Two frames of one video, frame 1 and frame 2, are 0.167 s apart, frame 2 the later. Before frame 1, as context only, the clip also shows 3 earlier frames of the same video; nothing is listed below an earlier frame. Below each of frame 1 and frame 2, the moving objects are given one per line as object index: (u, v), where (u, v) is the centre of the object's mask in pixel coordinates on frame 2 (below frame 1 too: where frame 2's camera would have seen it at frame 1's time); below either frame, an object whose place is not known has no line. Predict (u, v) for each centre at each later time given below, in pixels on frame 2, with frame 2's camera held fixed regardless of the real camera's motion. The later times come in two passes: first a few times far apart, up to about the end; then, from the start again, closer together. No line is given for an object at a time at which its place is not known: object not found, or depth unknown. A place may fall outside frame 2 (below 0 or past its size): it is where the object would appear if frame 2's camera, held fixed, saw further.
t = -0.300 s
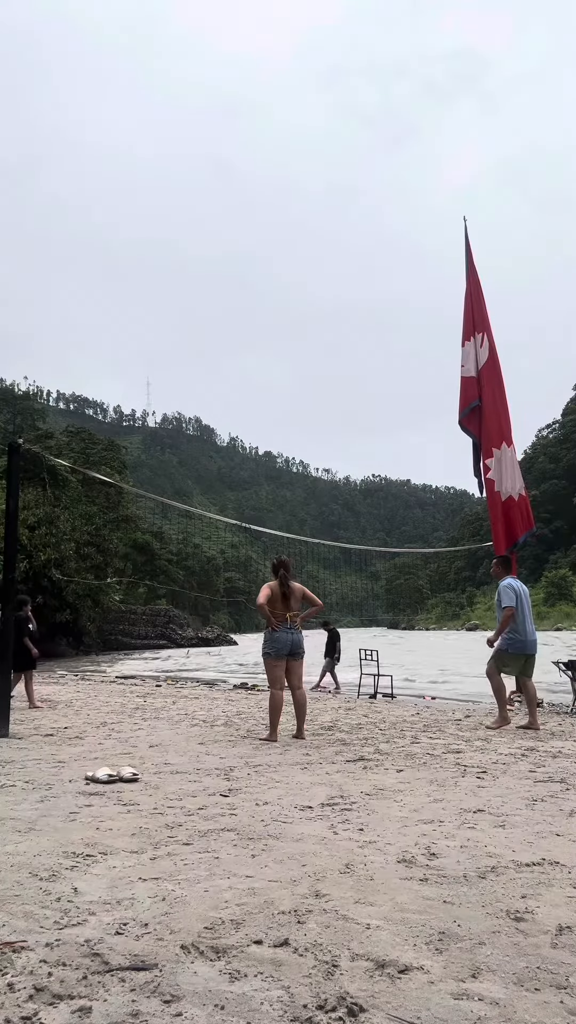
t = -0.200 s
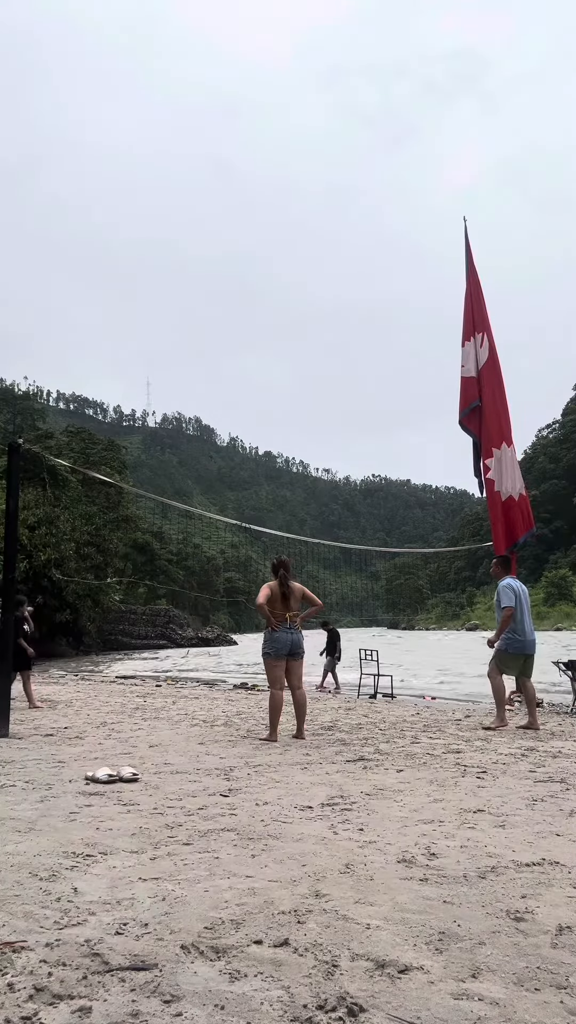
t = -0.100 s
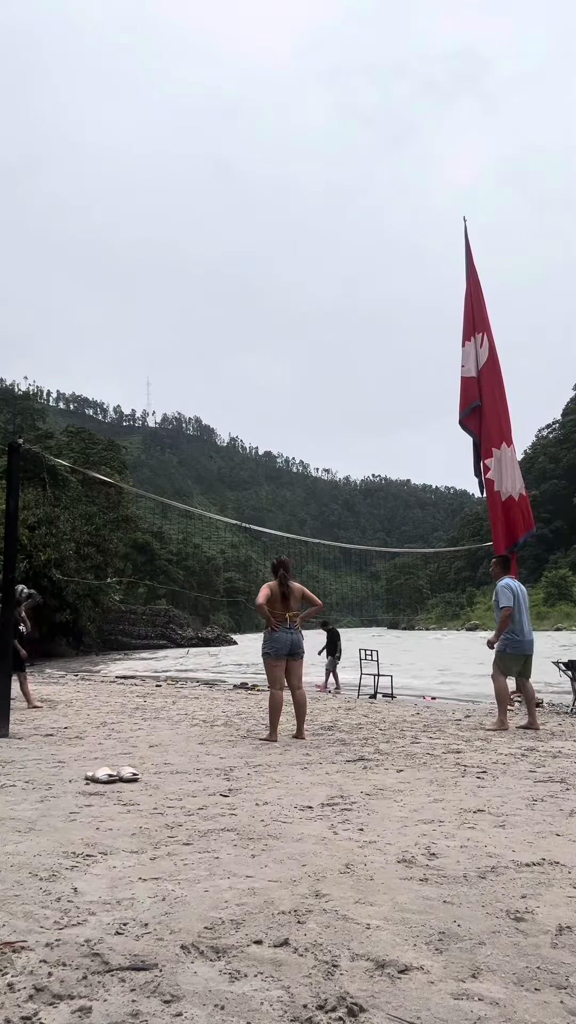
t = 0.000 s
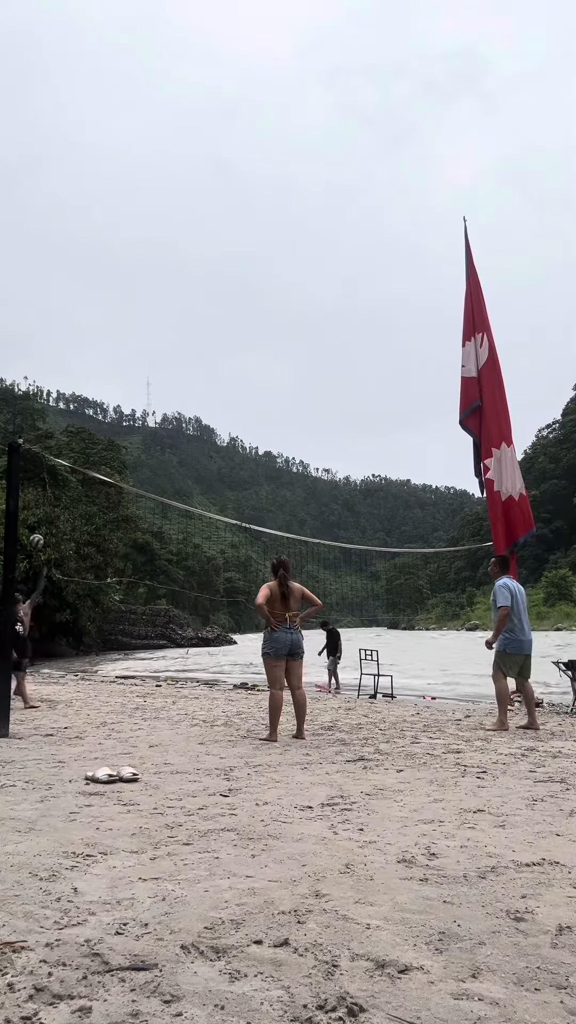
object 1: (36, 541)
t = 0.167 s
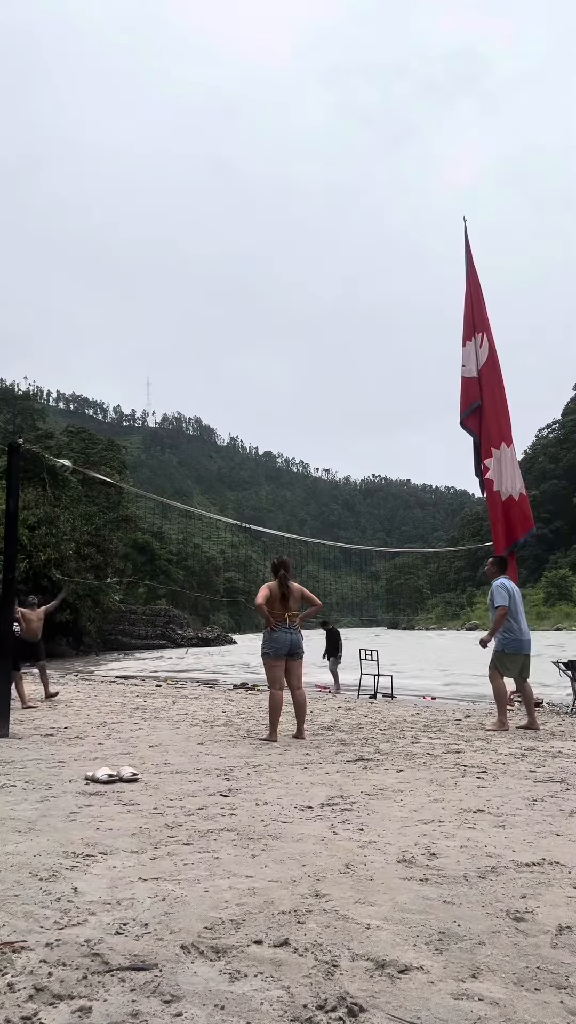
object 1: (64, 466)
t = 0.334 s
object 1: (93, 407)
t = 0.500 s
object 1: (125, 360)
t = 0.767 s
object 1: (182, 322)
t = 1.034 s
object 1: (254, 340)
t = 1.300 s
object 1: (348, 439)
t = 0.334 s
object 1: (93, 407)
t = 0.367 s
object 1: (100, 396)
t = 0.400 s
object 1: (106, 386)
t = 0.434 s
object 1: (112, 377)
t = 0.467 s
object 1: (119, 369)
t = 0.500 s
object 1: (125, 360)
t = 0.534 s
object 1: (131, 353)
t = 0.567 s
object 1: (138, 347)
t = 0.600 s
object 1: (145, 341)
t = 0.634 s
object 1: (152, 336)
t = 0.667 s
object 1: (159, 331)
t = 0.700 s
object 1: (167, 327)
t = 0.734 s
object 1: (174, 324)
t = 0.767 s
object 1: (182, 322)
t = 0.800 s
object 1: (190, 321)
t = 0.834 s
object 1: (198, 321)
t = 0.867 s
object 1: (207, 321)
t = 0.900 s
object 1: (215, 323)
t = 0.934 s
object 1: (225, 325)
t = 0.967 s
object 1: (234, 329)
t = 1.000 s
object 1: (243, 334)
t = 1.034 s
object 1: (254, 340)
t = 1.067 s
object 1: (264, 347)
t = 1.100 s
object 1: (275, 356)
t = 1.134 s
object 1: (286, 366)
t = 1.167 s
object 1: (297, 377)
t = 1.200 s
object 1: (309, 390)
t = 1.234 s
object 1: (322, 404)
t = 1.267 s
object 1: (334, 421)
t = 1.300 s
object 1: (348, 439)
